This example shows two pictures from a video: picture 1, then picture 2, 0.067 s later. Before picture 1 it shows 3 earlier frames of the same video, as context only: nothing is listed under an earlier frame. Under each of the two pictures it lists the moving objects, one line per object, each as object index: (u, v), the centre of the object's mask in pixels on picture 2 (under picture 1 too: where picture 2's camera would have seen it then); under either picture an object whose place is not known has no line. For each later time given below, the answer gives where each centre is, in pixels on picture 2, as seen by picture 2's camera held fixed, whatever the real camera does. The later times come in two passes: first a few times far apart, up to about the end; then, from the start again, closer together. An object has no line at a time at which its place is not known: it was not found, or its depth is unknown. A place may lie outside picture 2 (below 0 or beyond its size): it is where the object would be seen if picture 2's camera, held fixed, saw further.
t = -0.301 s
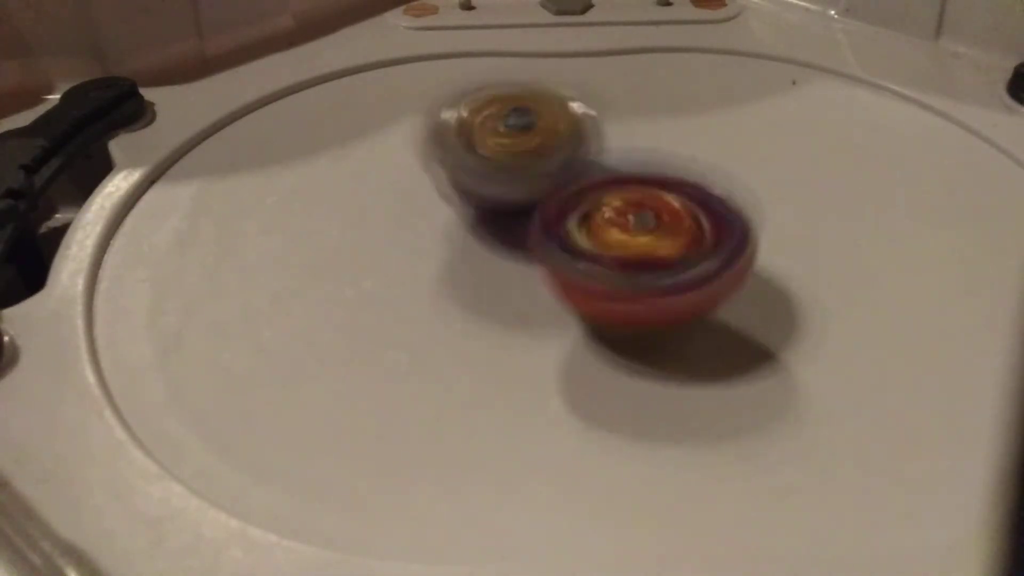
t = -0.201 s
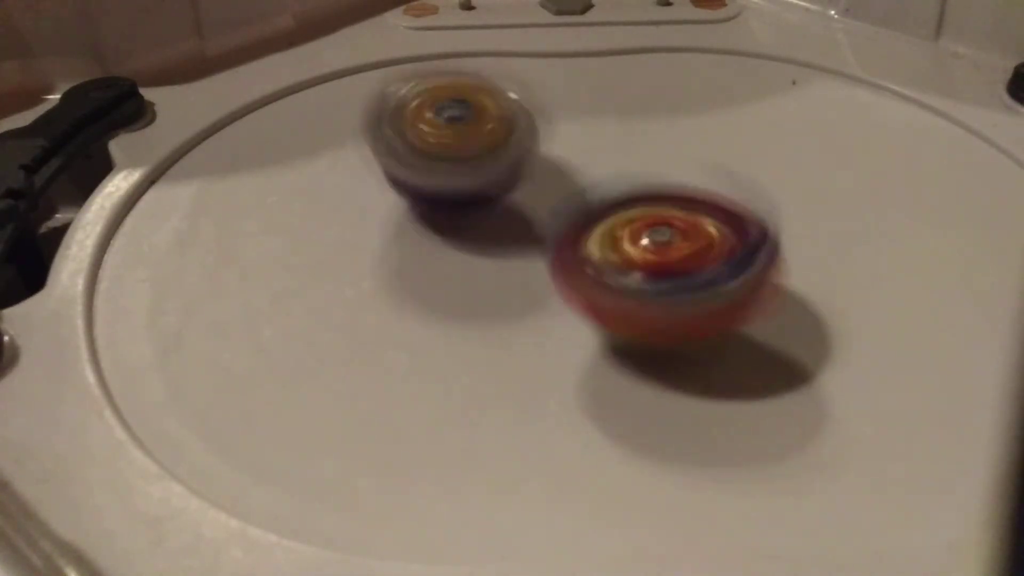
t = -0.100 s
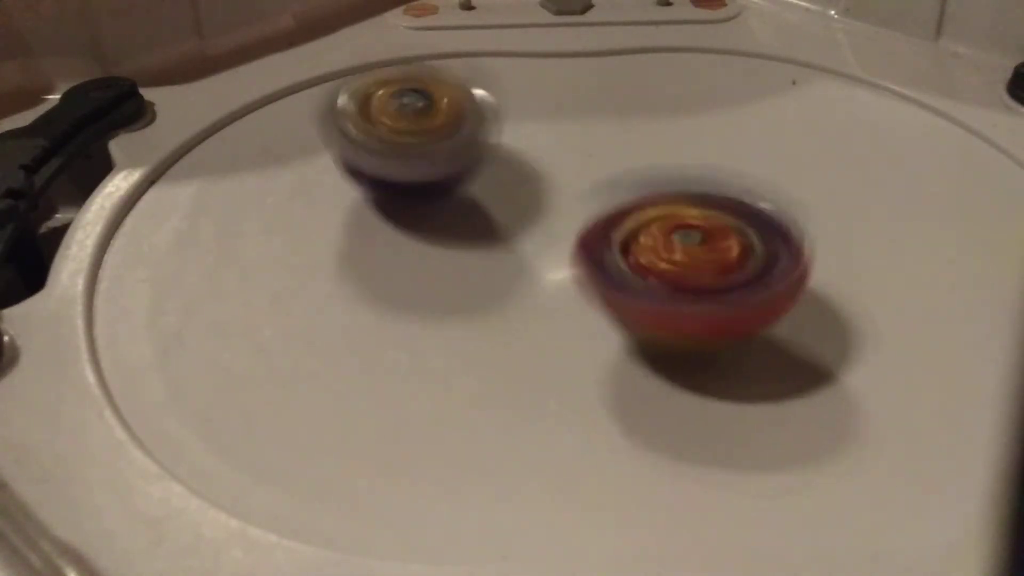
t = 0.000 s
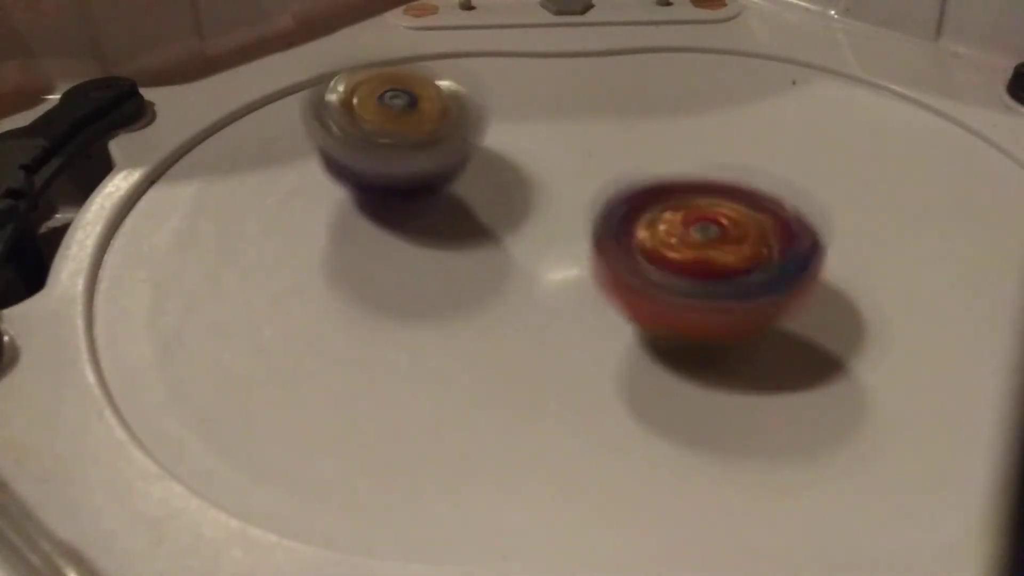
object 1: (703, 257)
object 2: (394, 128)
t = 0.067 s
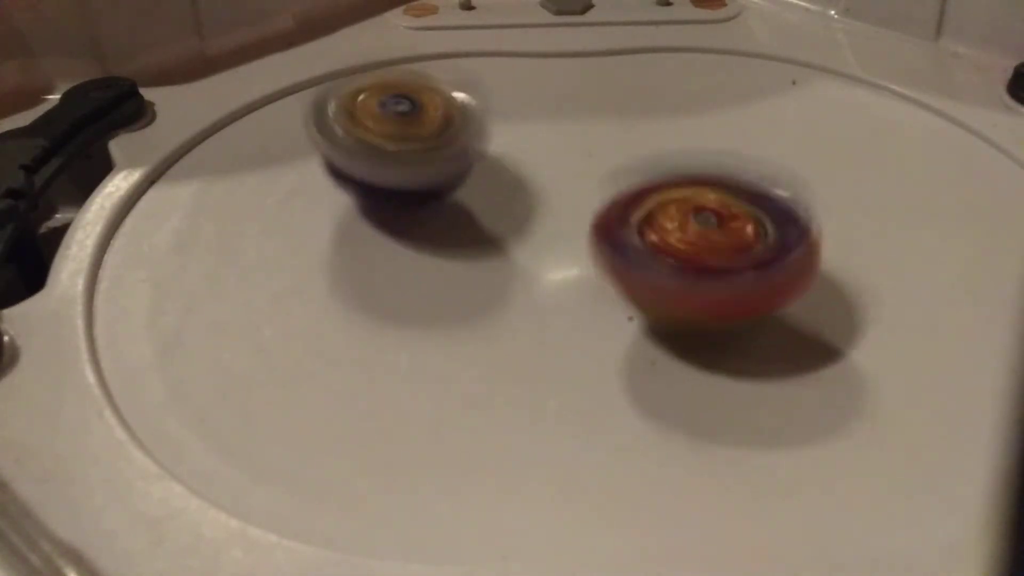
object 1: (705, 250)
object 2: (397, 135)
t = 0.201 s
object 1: (683, 222)
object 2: (428, 162)
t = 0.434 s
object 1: (673, 189)
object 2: (446, 228)
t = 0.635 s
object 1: (661, 177)
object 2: (475, 274)
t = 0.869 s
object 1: (634, 170)
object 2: (551, 287)
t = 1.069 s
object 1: (635, 135)
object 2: (585, 322)
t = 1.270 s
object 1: (632, 132)
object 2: (635, 262)
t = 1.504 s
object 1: (612, 133)
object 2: (750, 252)
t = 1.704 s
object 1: (604, 173)
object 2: (847, 231)
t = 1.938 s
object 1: (669, 194)
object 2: (895, 223)
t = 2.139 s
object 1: (595, 177)
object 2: (842, 196)
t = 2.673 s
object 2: (637, 185)
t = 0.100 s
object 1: (702, 244)
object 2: (401, 138)
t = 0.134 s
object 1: (696, 236)
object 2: (403, 145)
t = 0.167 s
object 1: (691, 227)
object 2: (415, 152)
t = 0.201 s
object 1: (683, 222)
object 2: (428, 162)
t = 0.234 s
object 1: (670, 214)
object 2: (441, 169)
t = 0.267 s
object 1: (666, 214)
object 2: (452, 185)
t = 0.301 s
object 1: (670, 208)
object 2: (452, 193)
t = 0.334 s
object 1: (676, 201)
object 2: (448, 200)
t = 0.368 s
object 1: (675, 197)
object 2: (446, 207)
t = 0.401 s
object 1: (673, 195)
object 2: (447, 217)
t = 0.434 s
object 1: (673, 189)
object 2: (446, 228)
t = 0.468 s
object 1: (674, 185)
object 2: (448, 236)
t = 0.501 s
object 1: (672, 183)
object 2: (448, 247)
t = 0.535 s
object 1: (666, 178)
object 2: (450, 254)
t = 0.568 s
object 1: (666, 181)
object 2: (456, 261)
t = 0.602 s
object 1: (665, 177)
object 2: (464, 268)
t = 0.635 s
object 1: (661, 177)
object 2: (475, 274)
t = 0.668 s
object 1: (655, 173)
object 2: (485, 277)
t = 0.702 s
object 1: (655, 174)
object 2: (495, 282)
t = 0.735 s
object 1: (651, 173)
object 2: (503, 283)
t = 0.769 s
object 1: (645, 176)
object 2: (516, 282)
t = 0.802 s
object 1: (643, 172)
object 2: (534, 286)
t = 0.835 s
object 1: (639, 173)
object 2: (543, 286)
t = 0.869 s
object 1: (634, 170)
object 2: (551, 287)
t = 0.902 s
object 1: (637, 172)
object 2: (559, 300)
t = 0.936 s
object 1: (634, 164)
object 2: (567, 304)
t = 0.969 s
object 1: (637, 155)
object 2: (573, 312)
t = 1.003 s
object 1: (636, 148)
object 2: (576, 320)
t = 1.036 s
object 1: (635, 141)
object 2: (581, 318)
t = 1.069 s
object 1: (635, 135)
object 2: (585, 322)
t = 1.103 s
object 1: (636, 134)
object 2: (592, 313)
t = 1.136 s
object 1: (634, 130)
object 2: (595, 306)
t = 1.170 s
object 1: (635, 130)
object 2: (607, 296)
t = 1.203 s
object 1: (635, 132)
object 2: (614, 284)
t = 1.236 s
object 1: (636, 136)
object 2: (622, 276)
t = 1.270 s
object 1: (632, 132)
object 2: (635, 262)
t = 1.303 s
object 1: (634, 134)
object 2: (652, 257)
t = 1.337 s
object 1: (630, 132)
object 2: (665, 256)
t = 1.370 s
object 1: (624, 128)
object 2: (683, 259)
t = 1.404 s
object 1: (618, 126)
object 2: (703, 262)
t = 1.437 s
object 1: (618, 128)
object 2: (720, 255)
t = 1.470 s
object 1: (614, 129)
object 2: (735, 256)
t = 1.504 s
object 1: (612, 133)
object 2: (750, 252)
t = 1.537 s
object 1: (610, 135)
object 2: (764, 248)
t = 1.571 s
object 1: (611, 142)
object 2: (774, 241)
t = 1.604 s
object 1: (612, 151)
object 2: (787, 235)
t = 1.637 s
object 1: (610, 157)
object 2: (809, 232)
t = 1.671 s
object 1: (603, 165)
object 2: (830, 232)
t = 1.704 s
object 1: (604, 173)
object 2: (847, 231)
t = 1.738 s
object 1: (598, 174)
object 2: (863, 231)
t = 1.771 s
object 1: (601, 181)
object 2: (879, 229)
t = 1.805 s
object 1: (609, 182)
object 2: (890, 227)
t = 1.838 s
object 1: (623, 188)
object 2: (899, 225)
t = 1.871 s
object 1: (641, 193)
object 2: (903, 224)
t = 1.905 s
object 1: (659, 194)
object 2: (900, 223)
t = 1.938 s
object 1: (669, 194)
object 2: (895, 223)
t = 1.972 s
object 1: (666, 191)
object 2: (893, 219)
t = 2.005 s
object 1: (657, 193)
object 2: (887, 213)
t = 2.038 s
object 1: (649, 186)
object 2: (879, 209)
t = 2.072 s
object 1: (630, 181)
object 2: (870, 209)
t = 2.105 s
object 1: (613, 177)
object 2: (857, 199)
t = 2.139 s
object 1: (595, 177)
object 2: (842, 196)
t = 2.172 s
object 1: (577, 178)
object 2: (825, 191)
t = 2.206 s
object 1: (564, 175)
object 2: (807, 189)
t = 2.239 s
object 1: (549, 177)
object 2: (789, 185)
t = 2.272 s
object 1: (536, 181)
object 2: (770, 183)
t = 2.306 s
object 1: (526, 179)
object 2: (748, 183)
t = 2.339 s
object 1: (519, 180)
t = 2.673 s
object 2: (637, 185)
